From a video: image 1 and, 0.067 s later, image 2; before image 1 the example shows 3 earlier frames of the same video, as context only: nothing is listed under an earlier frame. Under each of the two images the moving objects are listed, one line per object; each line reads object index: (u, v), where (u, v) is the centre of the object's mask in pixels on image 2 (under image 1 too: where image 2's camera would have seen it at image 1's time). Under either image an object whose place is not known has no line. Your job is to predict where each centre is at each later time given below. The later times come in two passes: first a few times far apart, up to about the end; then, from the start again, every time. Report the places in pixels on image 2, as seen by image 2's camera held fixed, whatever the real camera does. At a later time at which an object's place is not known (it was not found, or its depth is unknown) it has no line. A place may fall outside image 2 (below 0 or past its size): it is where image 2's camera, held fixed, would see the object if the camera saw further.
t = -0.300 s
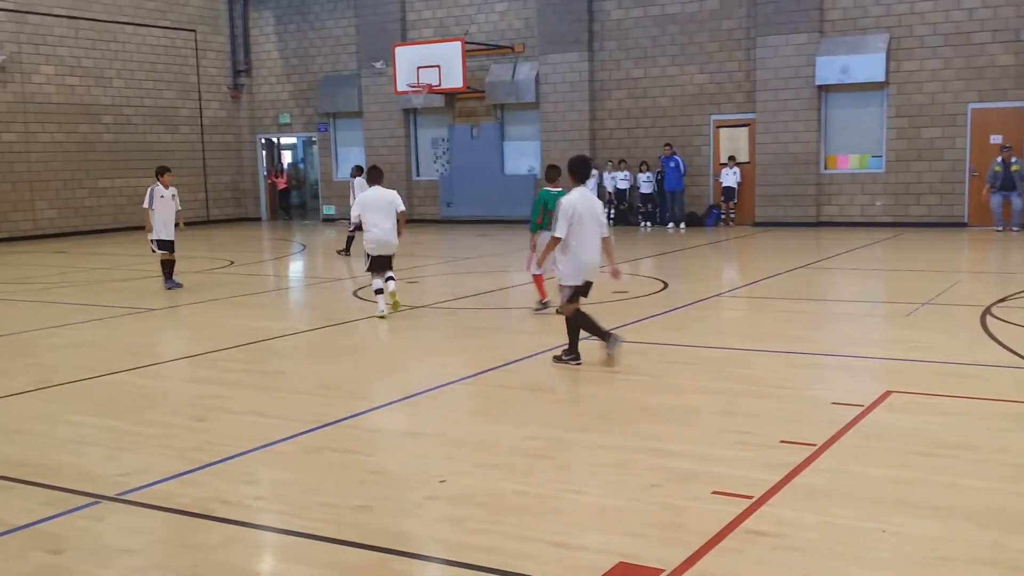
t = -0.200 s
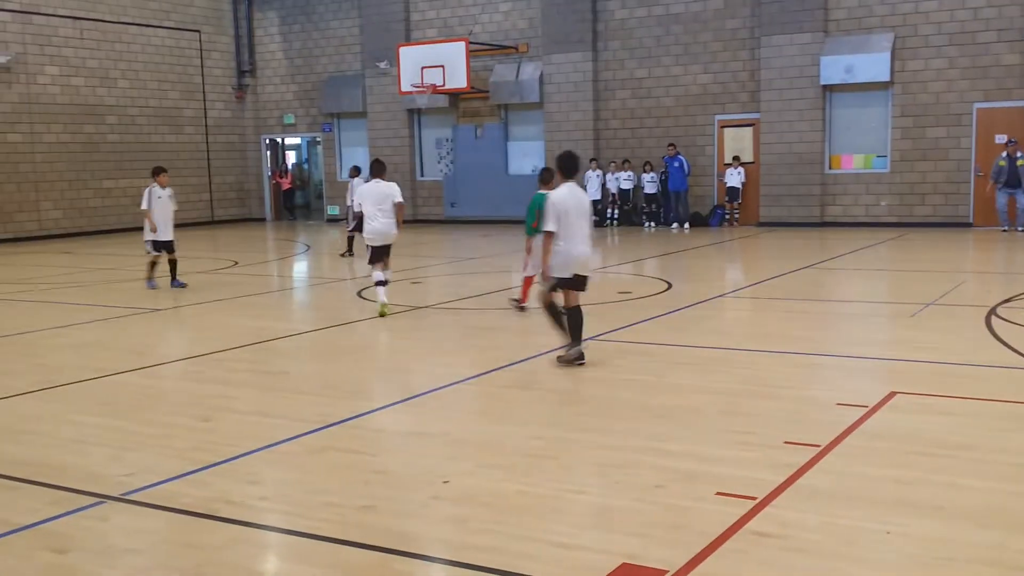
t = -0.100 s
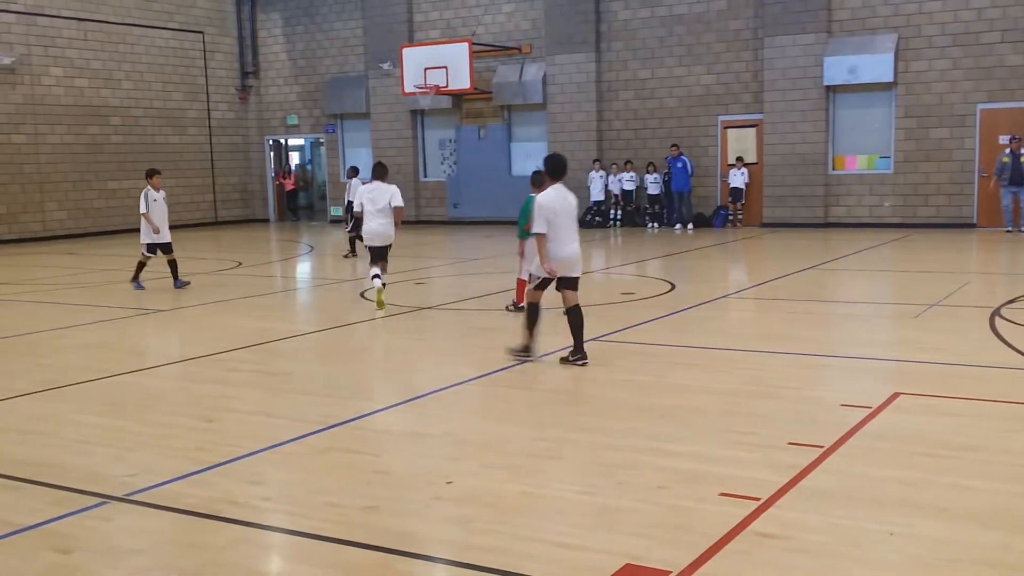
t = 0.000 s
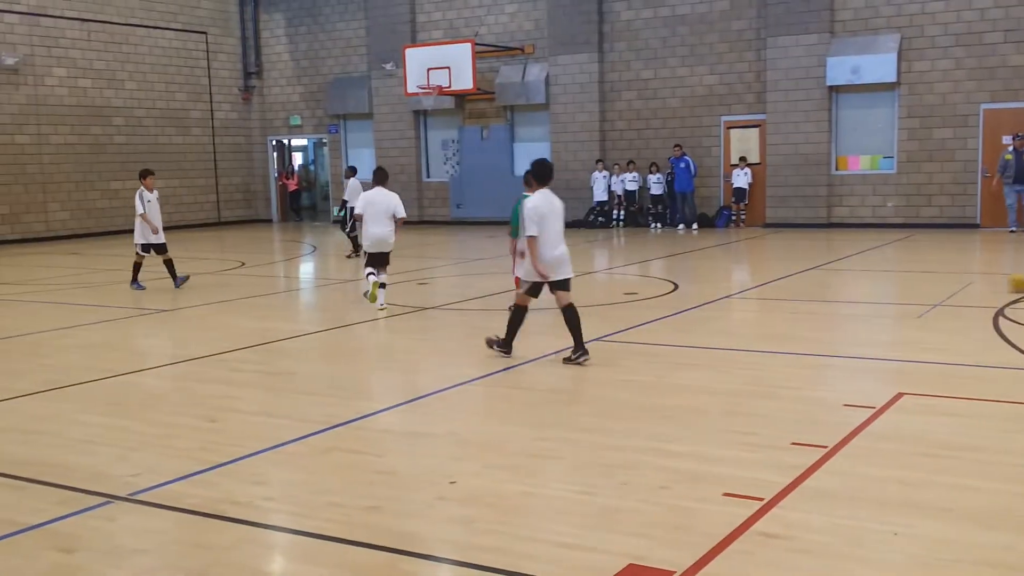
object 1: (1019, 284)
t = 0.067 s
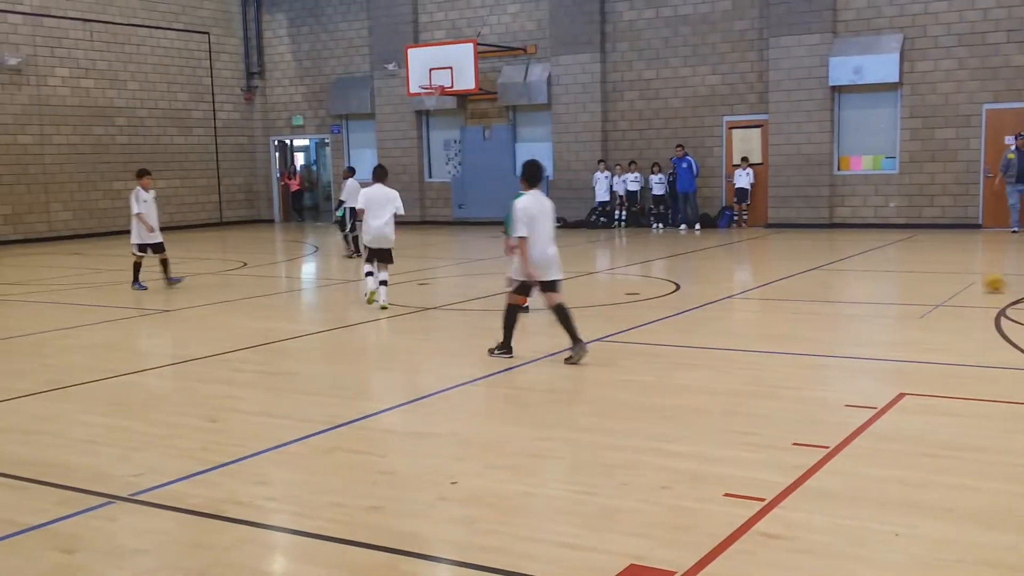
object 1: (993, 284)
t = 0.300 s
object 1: (903, 285)
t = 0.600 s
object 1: (788, 286)
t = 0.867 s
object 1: (695, 286)
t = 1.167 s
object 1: (597, 286)
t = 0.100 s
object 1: (982, 284)
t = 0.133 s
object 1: (968, 285)
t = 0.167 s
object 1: (955, 284)
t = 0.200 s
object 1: (941, 285)
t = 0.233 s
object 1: (927, 285)
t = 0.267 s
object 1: (915, 285)
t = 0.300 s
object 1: (903, 285)
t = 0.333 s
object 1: (889, 285)
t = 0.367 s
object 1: (876, 286)
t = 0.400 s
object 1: (863, 286)
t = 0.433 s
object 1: (850, 286)
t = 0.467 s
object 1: (837, 286)
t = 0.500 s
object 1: (825, 287)
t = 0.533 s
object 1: (812, 286)
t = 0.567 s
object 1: (801, 286)
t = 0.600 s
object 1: (788, 286)
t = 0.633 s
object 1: (776, 286)
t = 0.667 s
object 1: (764, 287)
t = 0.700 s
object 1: (753, 286)
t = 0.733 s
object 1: (741, 285)
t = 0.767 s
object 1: (730, 286)
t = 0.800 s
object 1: (717, 286)
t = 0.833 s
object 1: (706, 287)
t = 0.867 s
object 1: (695, 286)
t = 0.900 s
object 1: (684, 287)
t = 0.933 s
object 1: (673, 286)
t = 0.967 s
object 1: (661, 286)
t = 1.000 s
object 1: (652, 286)
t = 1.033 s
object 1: (639, 286)
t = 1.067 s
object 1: (630, 287)
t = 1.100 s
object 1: (619, 285)
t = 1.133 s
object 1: (608, 286)
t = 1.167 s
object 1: (597, 286)
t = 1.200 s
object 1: (587, 286)
